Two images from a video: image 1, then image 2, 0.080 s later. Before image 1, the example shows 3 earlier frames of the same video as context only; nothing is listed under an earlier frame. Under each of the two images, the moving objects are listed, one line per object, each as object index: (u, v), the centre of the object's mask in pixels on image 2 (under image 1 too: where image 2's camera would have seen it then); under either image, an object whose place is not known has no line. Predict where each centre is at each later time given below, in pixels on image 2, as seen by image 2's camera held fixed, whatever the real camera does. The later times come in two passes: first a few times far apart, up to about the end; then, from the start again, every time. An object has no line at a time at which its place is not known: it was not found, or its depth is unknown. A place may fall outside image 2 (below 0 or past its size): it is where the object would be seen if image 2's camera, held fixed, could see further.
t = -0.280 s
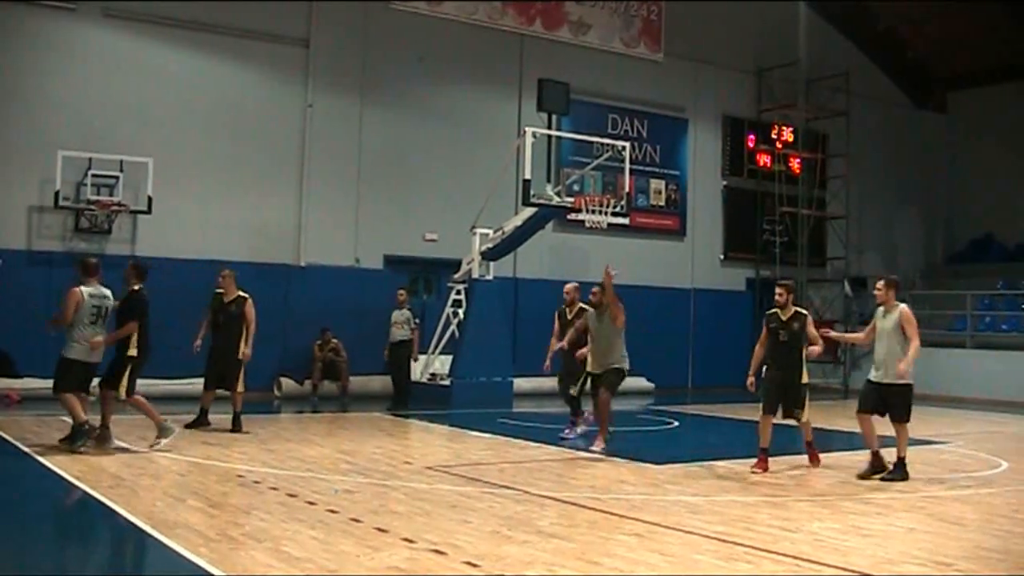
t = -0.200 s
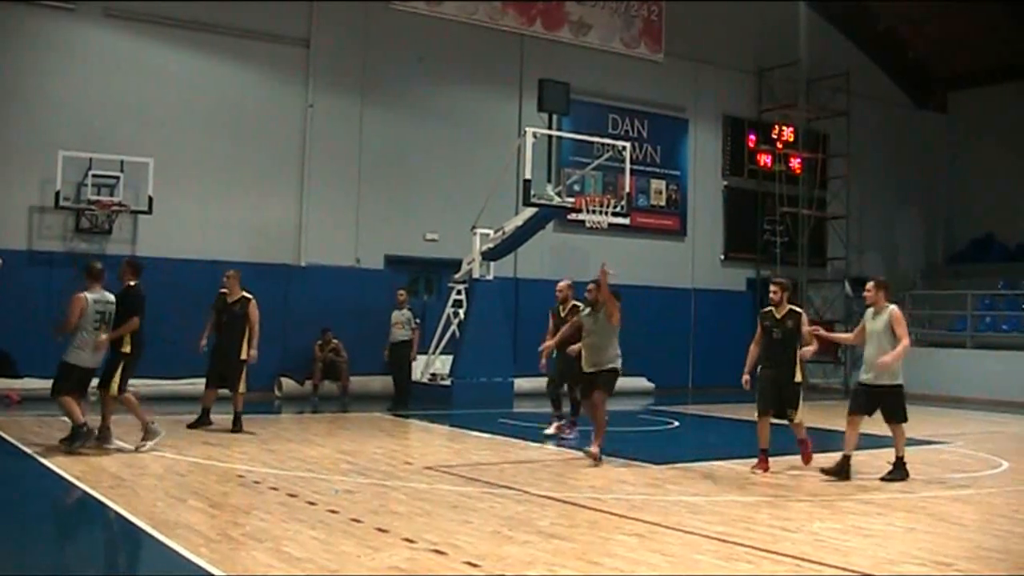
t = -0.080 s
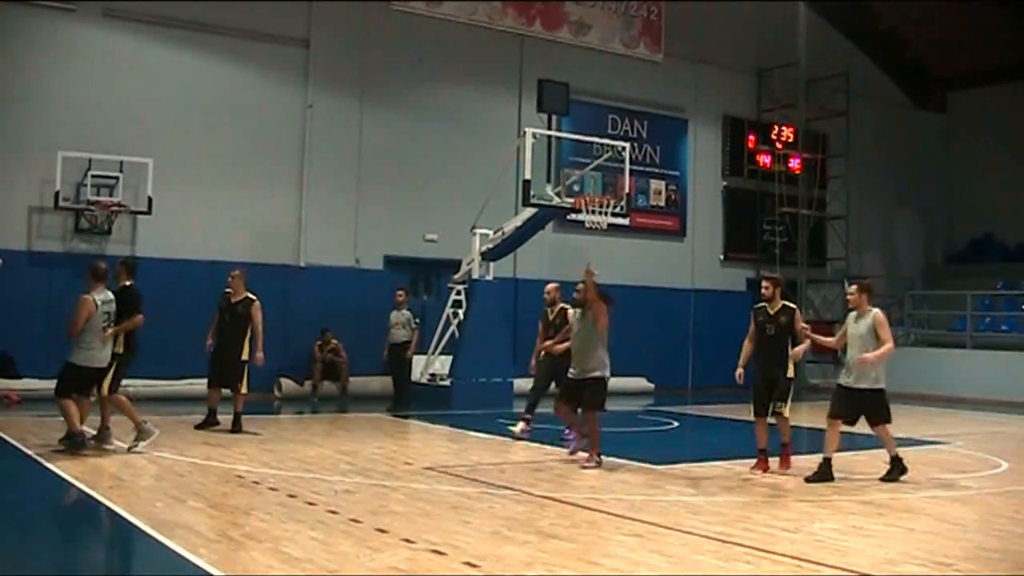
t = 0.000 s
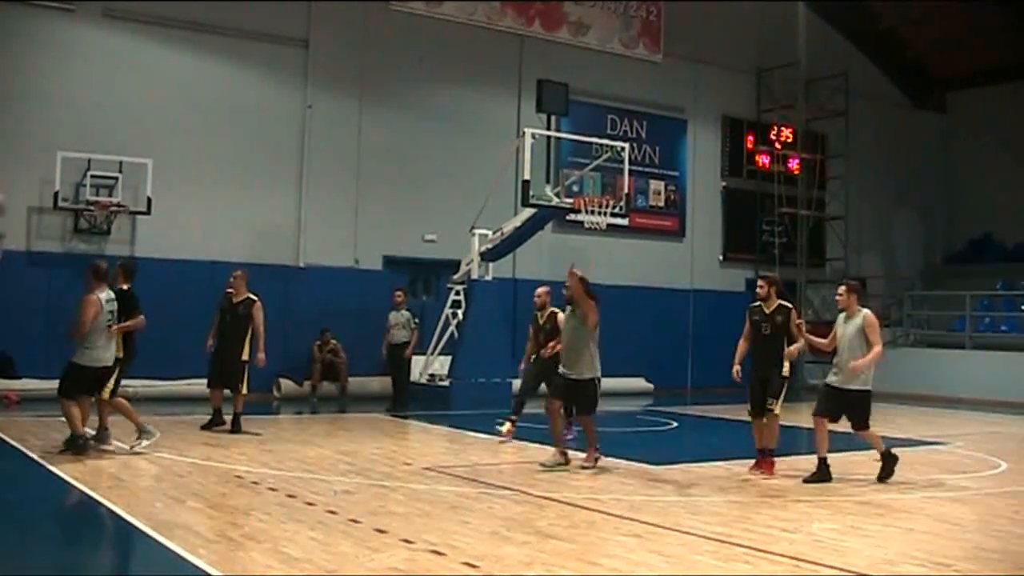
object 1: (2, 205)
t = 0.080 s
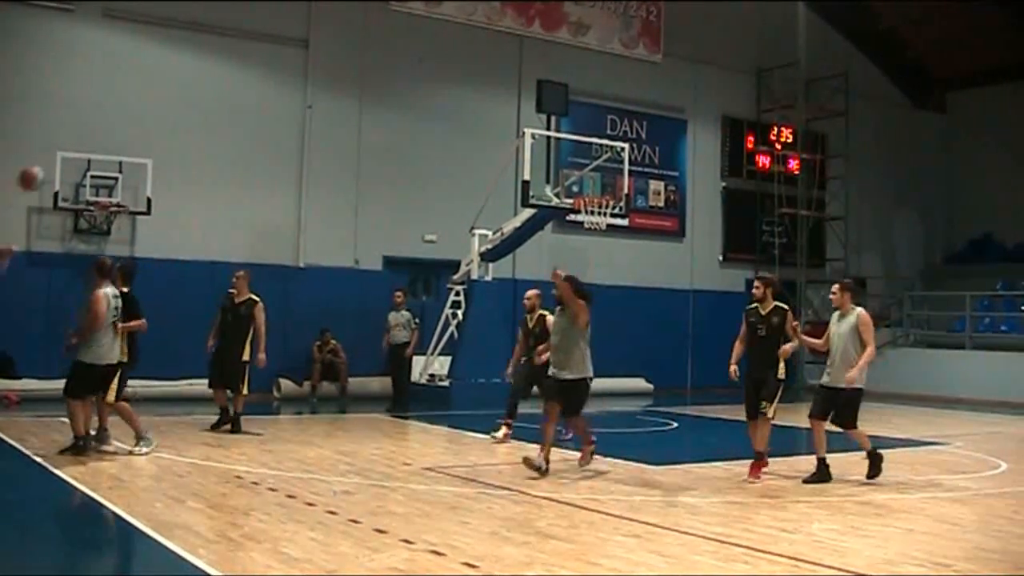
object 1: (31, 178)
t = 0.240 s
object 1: (110, 140)
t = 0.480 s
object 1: (244, 129)
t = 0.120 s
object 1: (50, 166)
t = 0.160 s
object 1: (69, 155)
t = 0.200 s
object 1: (89, 147)
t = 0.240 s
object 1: (110, 140)
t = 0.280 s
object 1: (130, 134)
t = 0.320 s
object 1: (151, 130)
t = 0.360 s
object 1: (174, 127)
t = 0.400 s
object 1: (196, 126)
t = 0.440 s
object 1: (219, 127)
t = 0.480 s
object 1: (244, 129)
